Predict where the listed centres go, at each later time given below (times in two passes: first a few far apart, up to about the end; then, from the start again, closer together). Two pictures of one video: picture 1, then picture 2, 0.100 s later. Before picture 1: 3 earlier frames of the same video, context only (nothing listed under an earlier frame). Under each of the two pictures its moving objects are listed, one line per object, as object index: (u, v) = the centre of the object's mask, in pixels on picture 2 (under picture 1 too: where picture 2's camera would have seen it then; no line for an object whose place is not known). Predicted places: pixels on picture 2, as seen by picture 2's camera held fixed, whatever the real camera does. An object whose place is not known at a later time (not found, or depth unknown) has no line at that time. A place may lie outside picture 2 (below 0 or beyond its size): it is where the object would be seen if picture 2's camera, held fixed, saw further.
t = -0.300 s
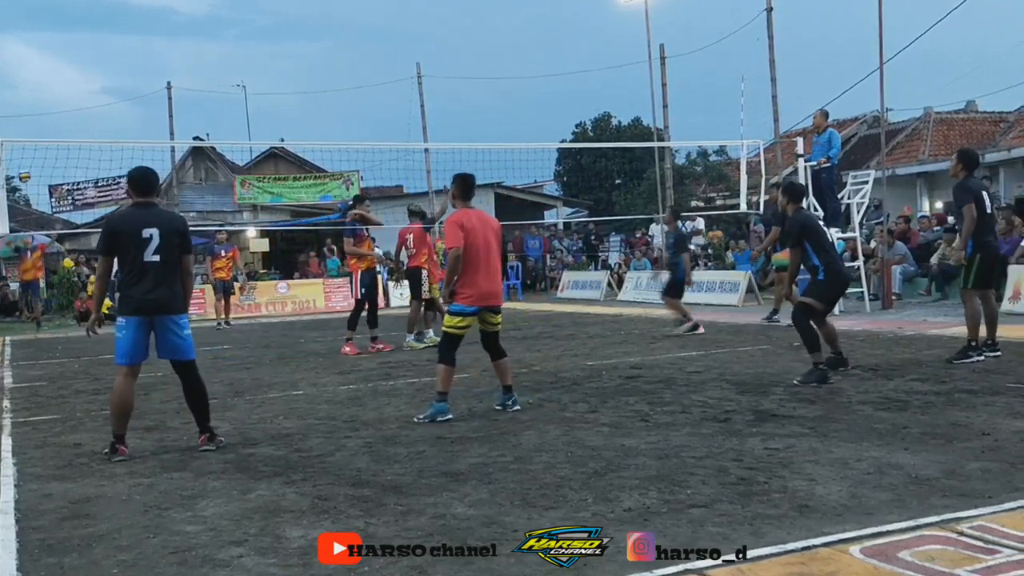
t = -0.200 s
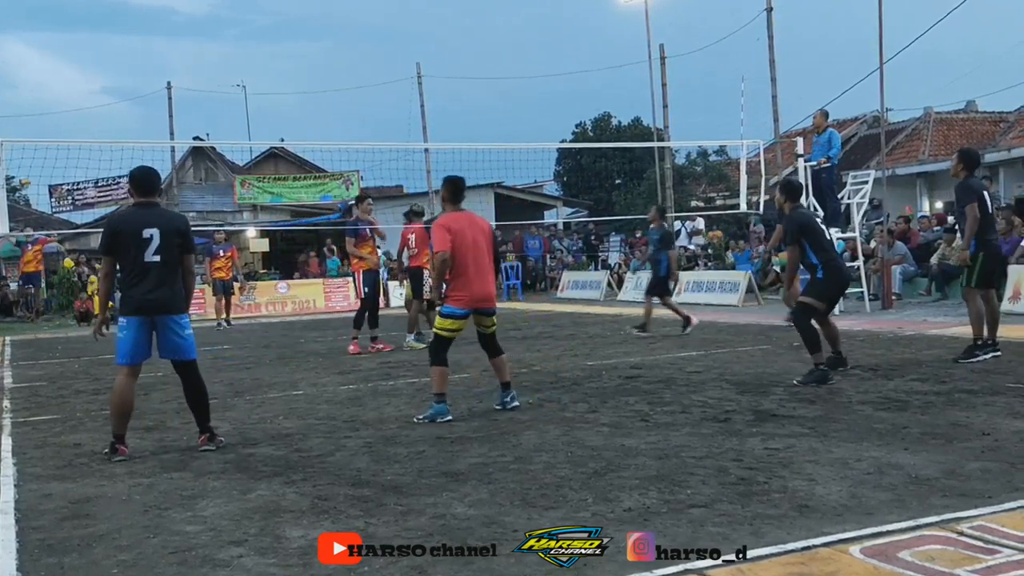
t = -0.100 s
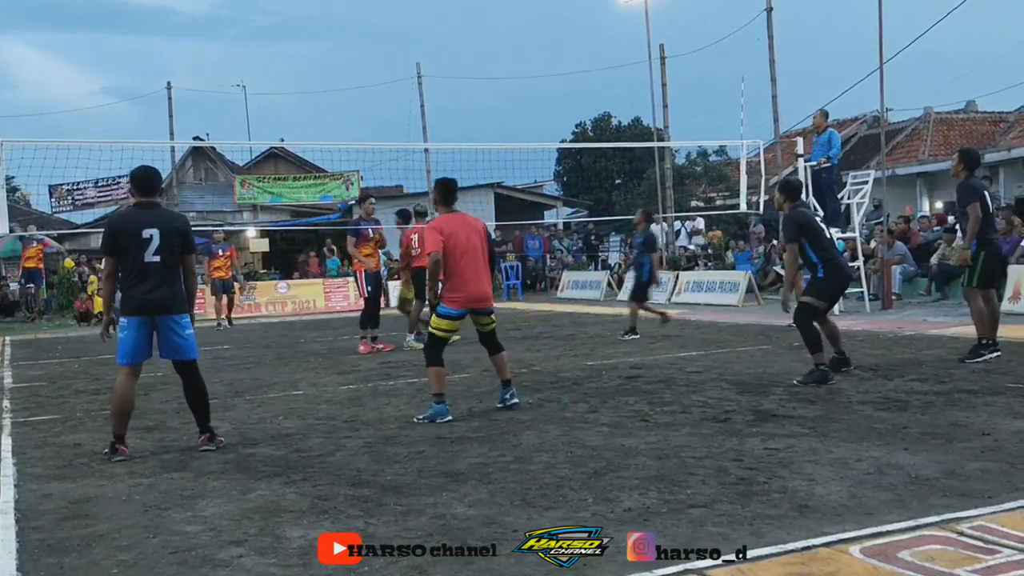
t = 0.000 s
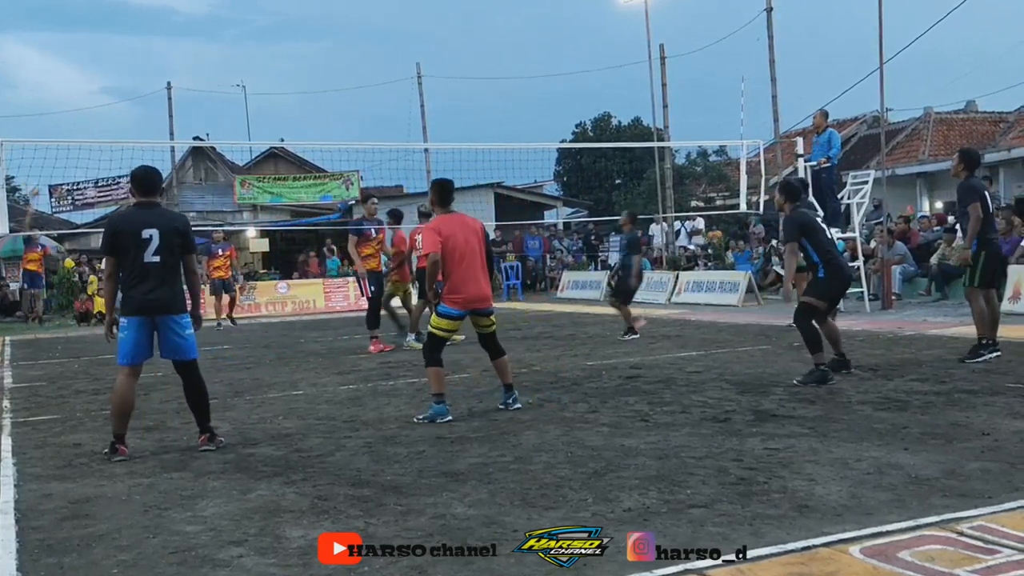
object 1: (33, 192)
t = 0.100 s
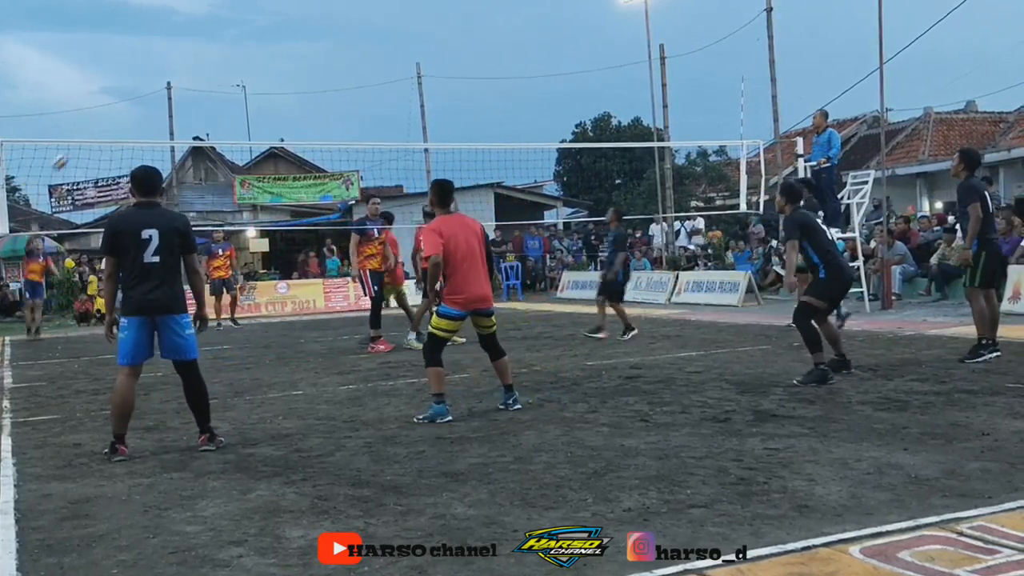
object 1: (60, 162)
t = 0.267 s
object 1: (113, 120)
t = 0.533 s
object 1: (229, 79)
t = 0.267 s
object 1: (113, 120)
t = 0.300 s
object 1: (125, 113)
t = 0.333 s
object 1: (138, 105)
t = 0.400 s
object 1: (164, 94)
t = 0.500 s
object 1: (212, 80)
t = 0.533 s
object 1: (229, 79)
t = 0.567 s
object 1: (247, 77)
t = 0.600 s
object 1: (268, 76)
